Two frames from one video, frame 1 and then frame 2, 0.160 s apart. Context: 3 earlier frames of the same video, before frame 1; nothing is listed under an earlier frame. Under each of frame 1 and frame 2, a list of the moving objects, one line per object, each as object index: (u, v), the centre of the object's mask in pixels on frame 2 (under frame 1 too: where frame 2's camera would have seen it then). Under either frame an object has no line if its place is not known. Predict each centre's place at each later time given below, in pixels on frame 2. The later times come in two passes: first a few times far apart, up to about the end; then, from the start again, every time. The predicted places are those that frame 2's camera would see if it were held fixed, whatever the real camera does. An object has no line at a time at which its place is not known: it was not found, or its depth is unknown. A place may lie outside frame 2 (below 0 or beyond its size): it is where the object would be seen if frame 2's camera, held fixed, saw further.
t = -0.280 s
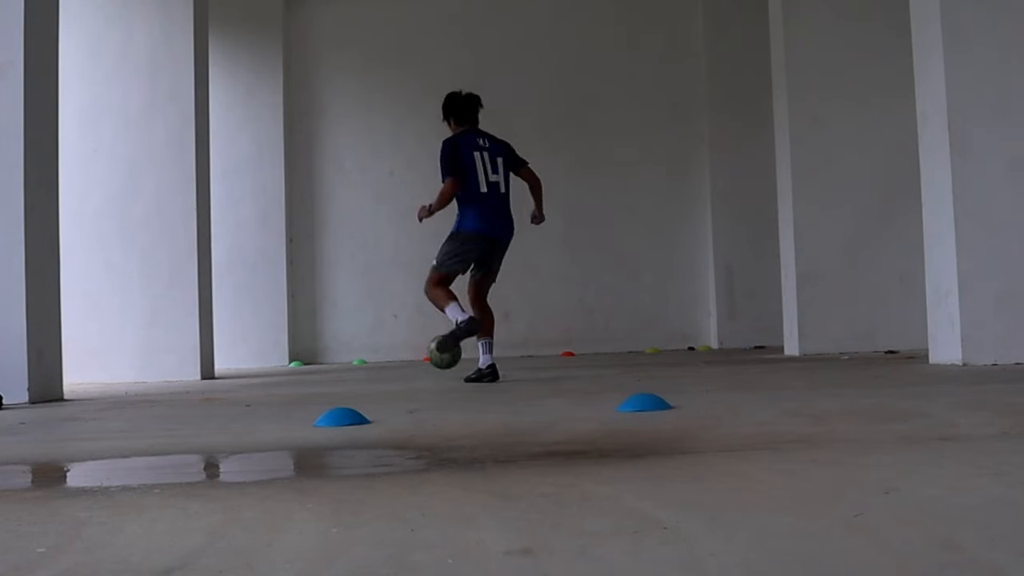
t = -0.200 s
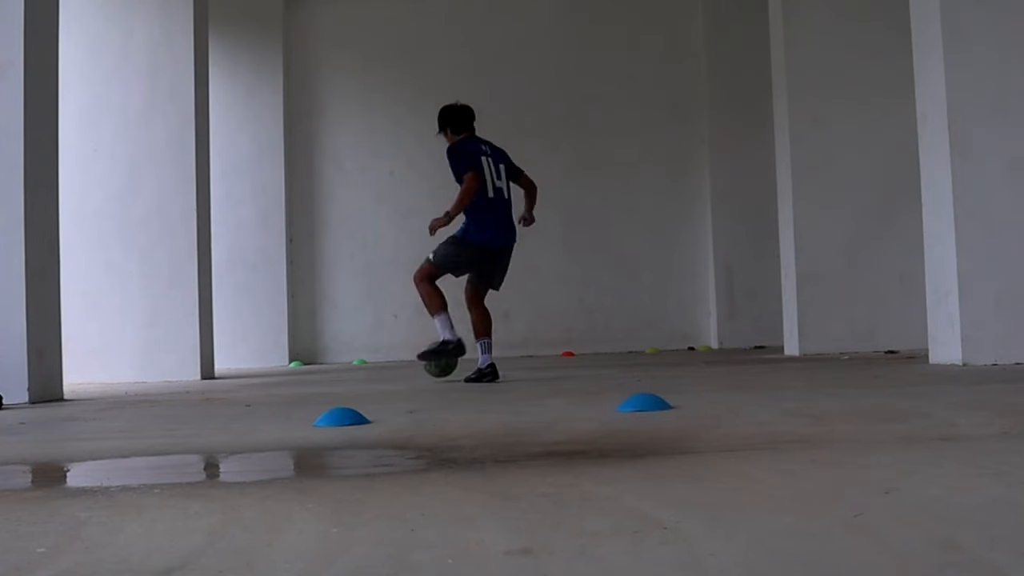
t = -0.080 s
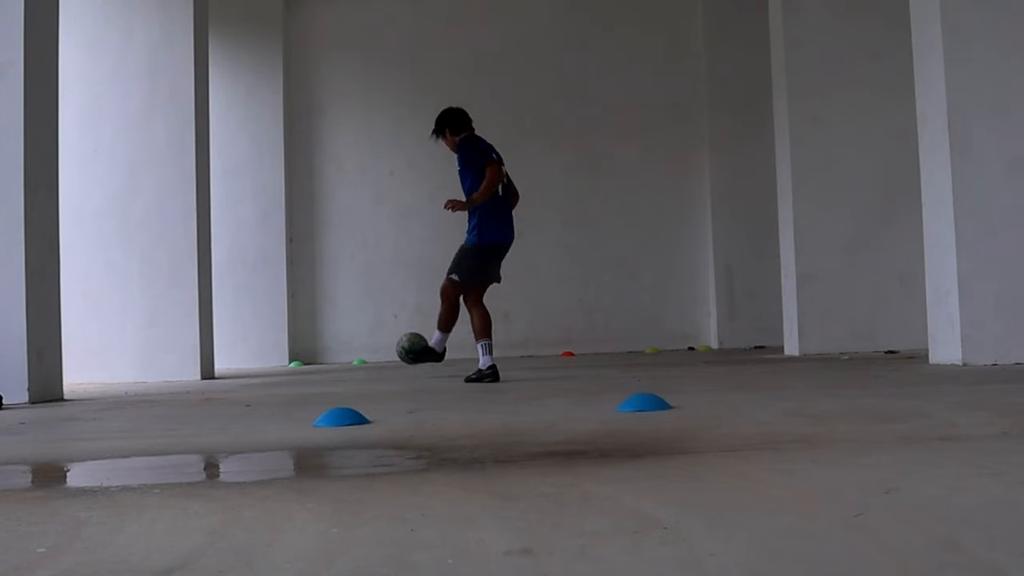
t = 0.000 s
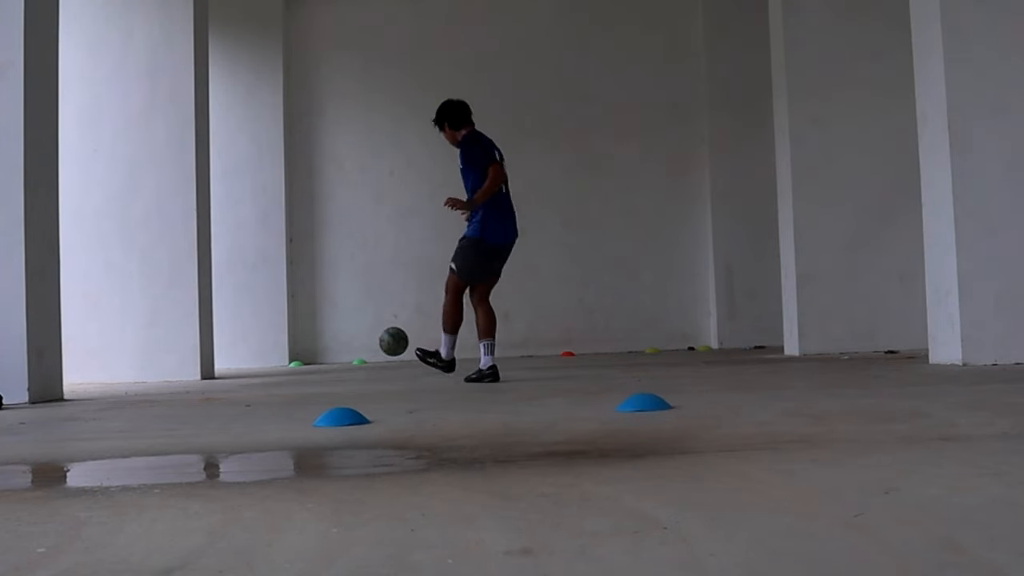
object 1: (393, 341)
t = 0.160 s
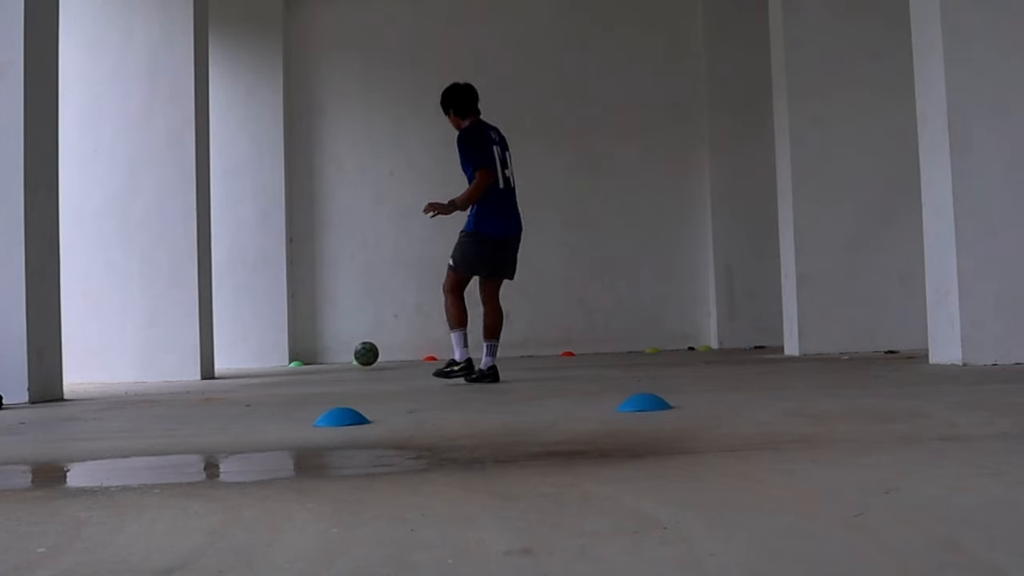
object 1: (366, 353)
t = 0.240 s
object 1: (357, 349)
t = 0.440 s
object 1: (340, 347)
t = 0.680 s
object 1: (305, 355)
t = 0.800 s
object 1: (283, 359)
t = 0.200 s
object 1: (361, 356)
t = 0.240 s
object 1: (357, 349)
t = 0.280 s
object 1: (353, 345)
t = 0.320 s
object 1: (350, 343)
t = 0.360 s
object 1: (346, 343)
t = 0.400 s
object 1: (343, 344)
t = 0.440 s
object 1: (340, 347)
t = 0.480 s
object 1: (338, 351)
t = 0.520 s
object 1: (334, 353)
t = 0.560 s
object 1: (327, 353)
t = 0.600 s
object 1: (319, 354)
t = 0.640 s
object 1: (312, 357)
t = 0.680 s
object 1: (305, 355)
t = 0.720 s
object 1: (298, 356)
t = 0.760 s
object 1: (291, 357)
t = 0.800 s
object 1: (283, 359)
